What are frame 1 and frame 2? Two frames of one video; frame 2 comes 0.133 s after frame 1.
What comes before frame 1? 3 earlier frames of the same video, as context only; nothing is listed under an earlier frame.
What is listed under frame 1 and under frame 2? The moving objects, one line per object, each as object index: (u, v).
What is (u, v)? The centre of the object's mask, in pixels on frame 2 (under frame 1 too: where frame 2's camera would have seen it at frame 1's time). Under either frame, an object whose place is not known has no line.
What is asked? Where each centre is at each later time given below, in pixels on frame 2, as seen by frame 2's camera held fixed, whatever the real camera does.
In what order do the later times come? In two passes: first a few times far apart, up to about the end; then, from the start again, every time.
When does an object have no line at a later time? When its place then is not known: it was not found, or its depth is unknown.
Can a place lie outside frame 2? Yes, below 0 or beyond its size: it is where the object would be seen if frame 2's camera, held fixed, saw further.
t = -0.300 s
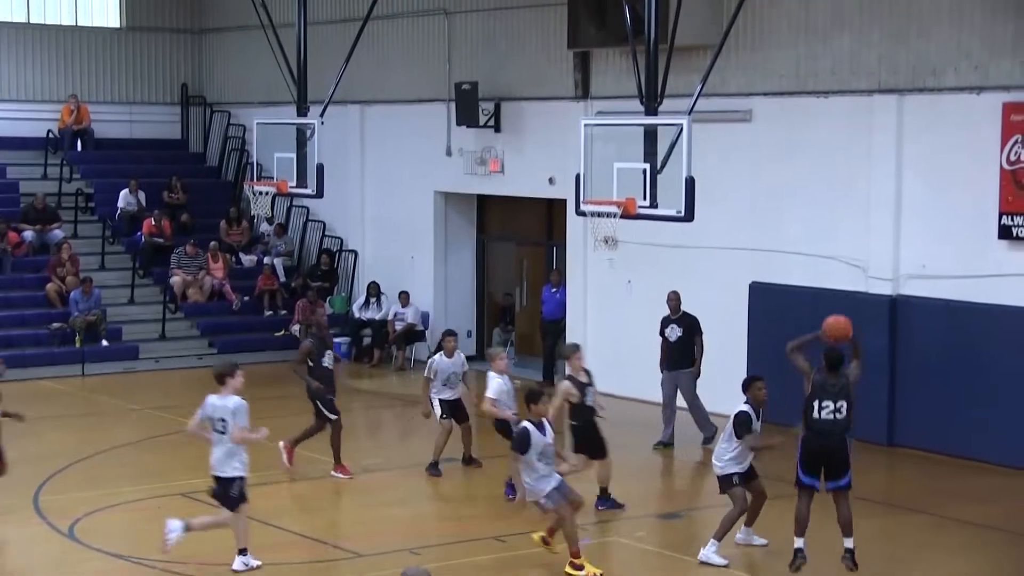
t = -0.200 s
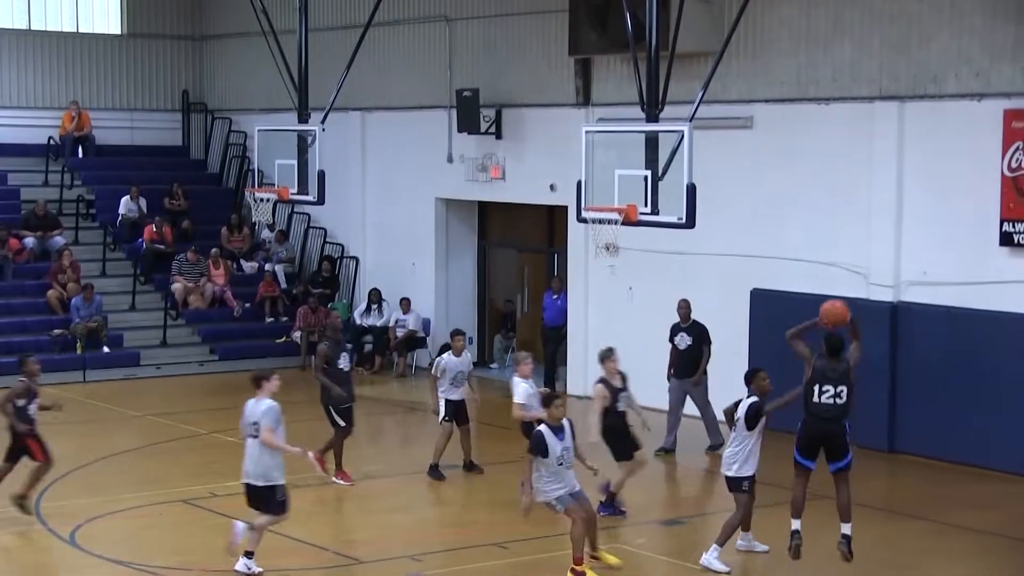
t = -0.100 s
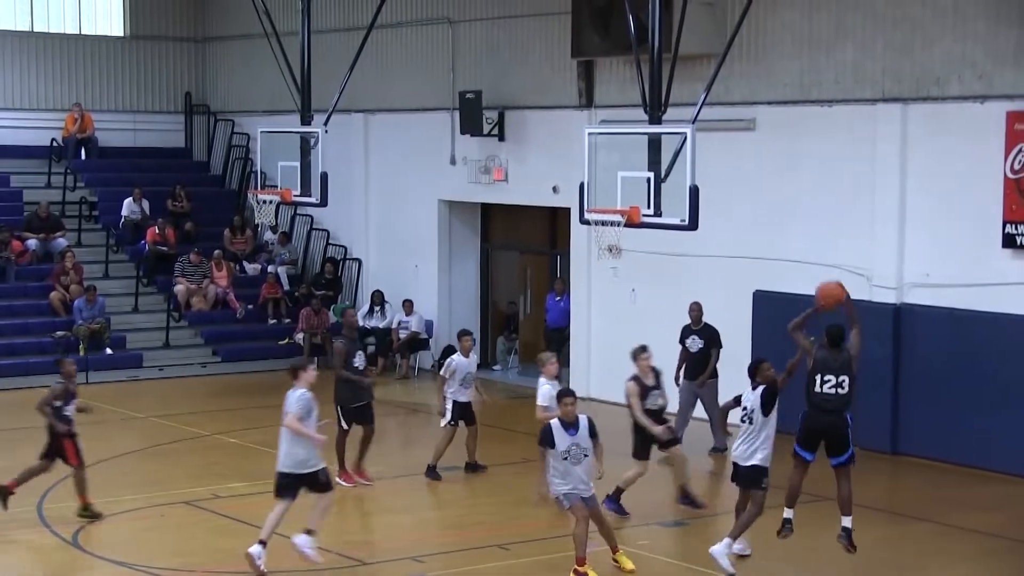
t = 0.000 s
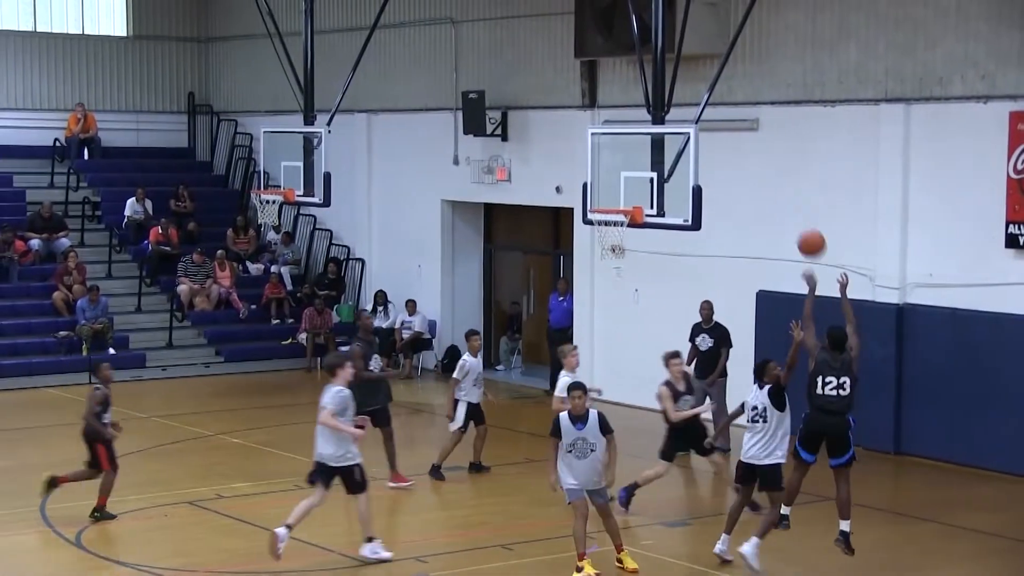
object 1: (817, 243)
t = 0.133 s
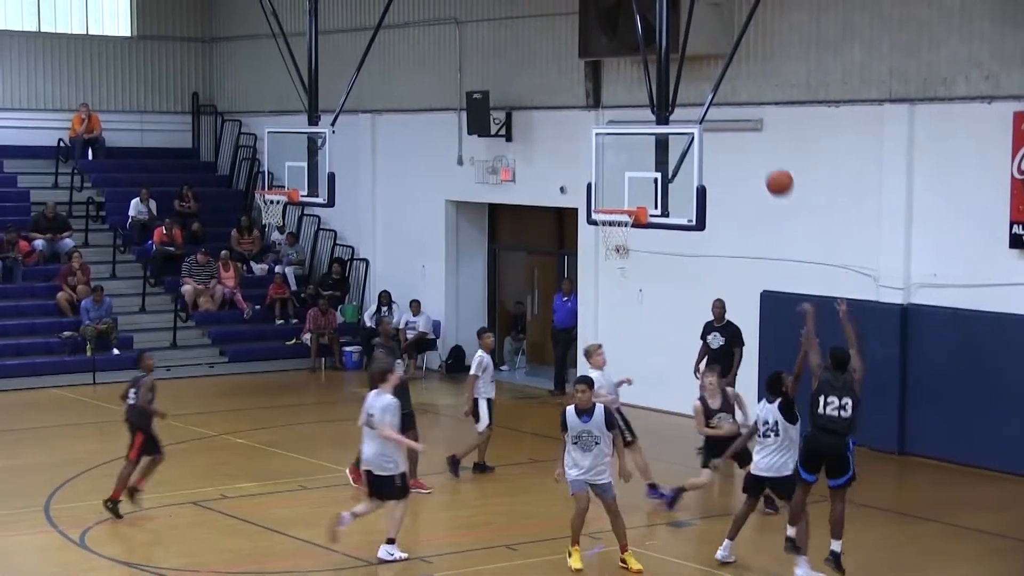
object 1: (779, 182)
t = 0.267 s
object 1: (745, 145)
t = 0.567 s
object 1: (676, 132)
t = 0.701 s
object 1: (649, 154)
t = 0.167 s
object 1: (771, 171)
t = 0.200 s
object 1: (762, 160)
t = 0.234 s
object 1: (754, 152)
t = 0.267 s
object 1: (745, 145)
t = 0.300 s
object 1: (737, 139)
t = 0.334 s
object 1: (729, 134)
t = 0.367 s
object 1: (721, 130)
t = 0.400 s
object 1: (714, 128)
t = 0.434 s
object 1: (706, 126)
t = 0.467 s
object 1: (698, 126)
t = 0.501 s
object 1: (691, 127)
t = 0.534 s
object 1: (683, 128)
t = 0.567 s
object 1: (676, 132)
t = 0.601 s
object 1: (669, 136)
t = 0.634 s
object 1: (662, 141)
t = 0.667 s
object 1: (655, 147)
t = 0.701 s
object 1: (649, 154)
